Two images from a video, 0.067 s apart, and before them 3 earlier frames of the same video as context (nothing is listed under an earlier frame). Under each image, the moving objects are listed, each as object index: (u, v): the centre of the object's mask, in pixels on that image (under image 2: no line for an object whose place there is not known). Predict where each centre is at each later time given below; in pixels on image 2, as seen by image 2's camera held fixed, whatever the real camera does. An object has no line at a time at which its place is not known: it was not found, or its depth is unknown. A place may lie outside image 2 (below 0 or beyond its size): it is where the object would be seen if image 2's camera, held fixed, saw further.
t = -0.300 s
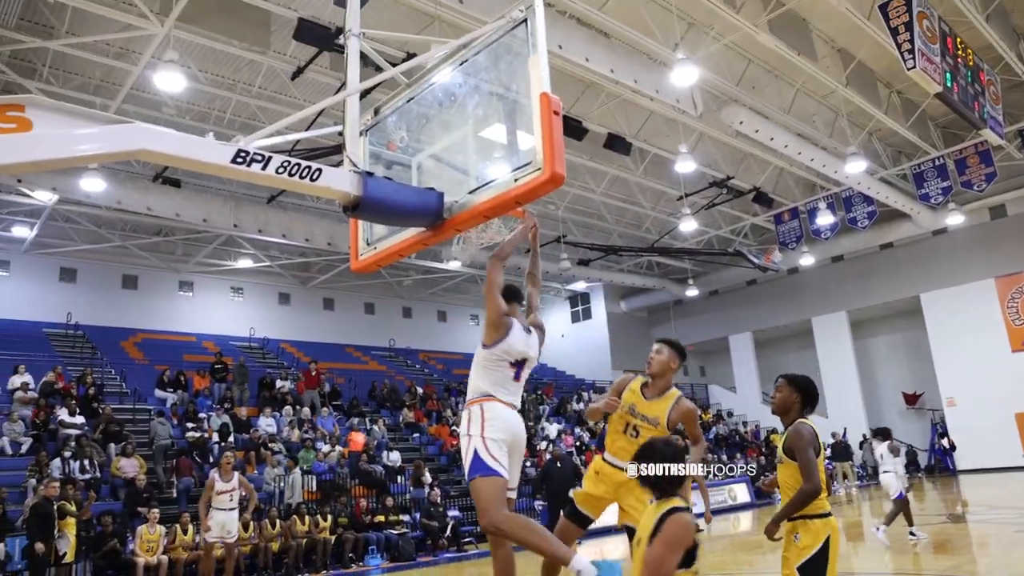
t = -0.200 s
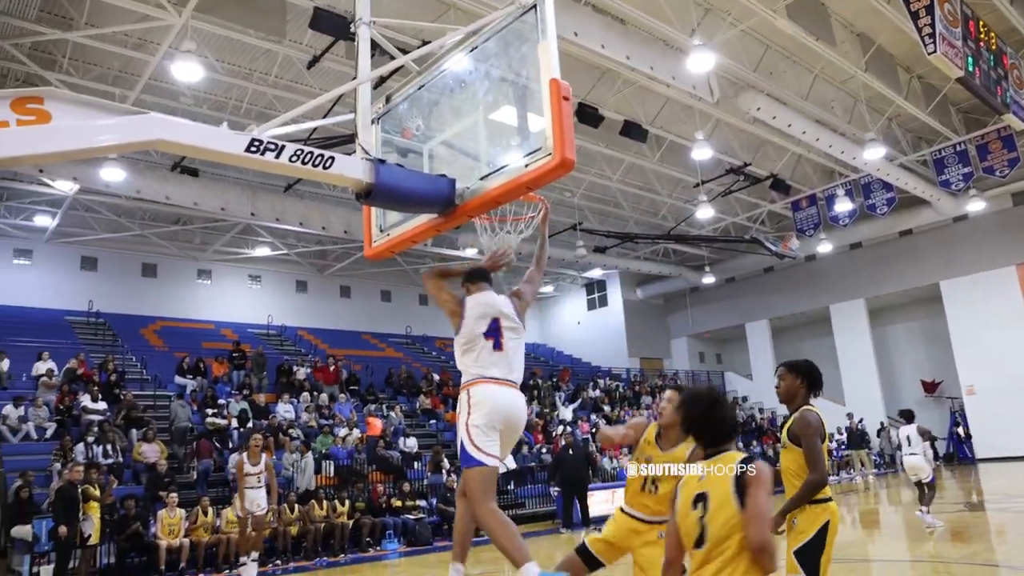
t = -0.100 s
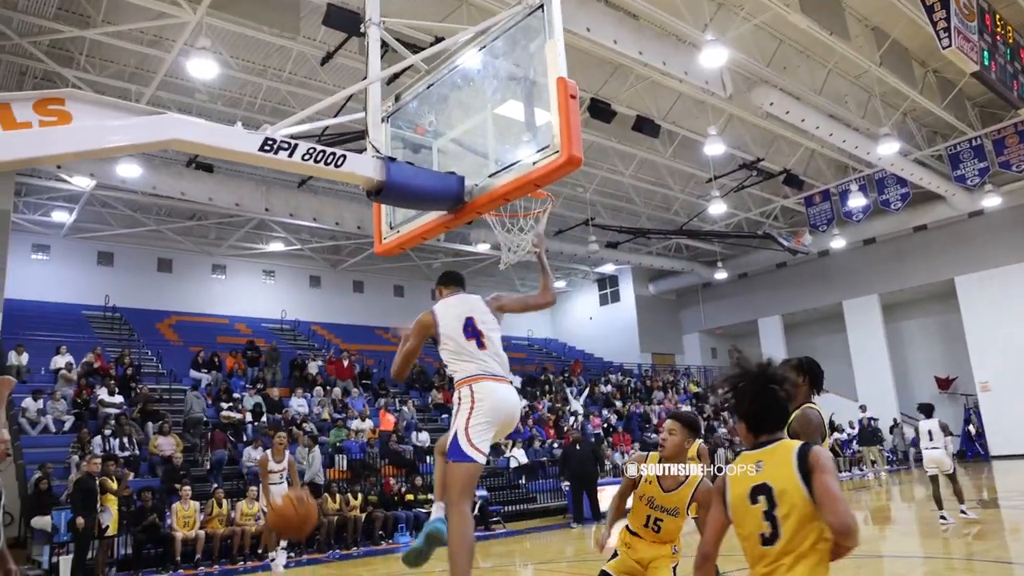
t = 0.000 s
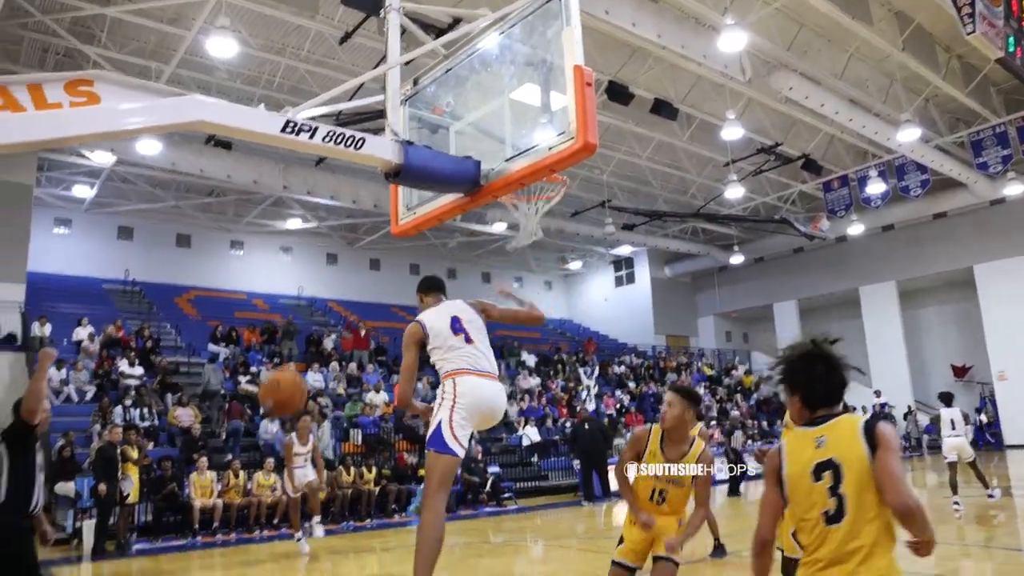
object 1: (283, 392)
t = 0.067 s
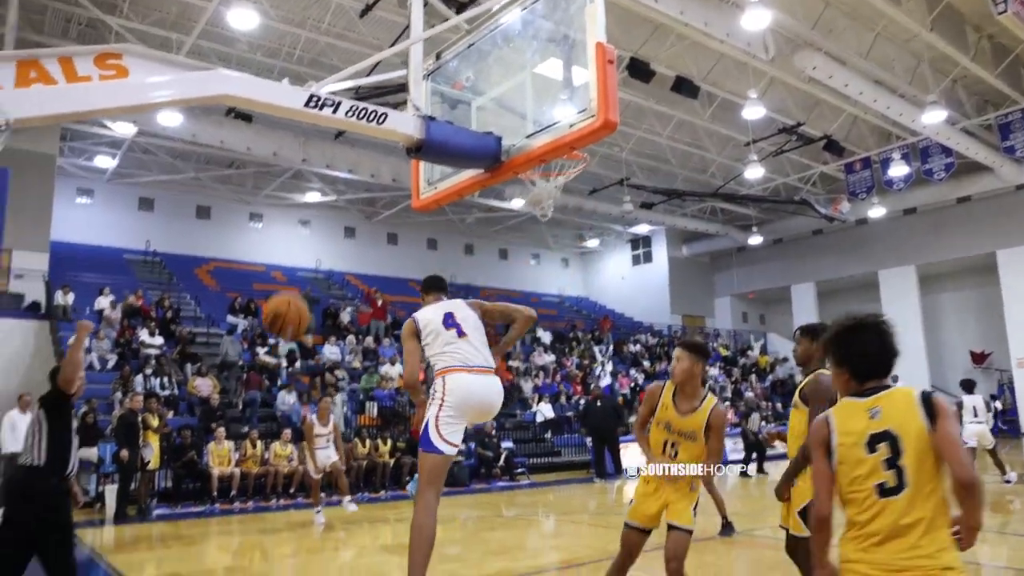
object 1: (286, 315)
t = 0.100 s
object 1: (278, 295)
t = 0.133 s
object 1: (270, 276)
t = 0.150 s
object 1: (265, 267)
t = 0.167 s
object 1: (261, 259)
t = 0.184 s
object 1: (257, 251)
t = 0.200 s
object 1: (253, 244)
